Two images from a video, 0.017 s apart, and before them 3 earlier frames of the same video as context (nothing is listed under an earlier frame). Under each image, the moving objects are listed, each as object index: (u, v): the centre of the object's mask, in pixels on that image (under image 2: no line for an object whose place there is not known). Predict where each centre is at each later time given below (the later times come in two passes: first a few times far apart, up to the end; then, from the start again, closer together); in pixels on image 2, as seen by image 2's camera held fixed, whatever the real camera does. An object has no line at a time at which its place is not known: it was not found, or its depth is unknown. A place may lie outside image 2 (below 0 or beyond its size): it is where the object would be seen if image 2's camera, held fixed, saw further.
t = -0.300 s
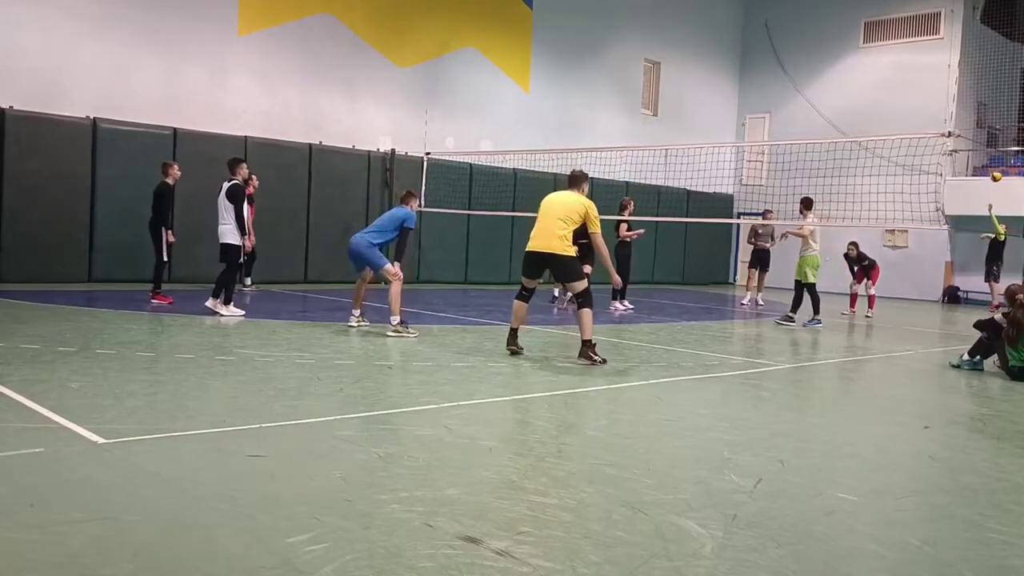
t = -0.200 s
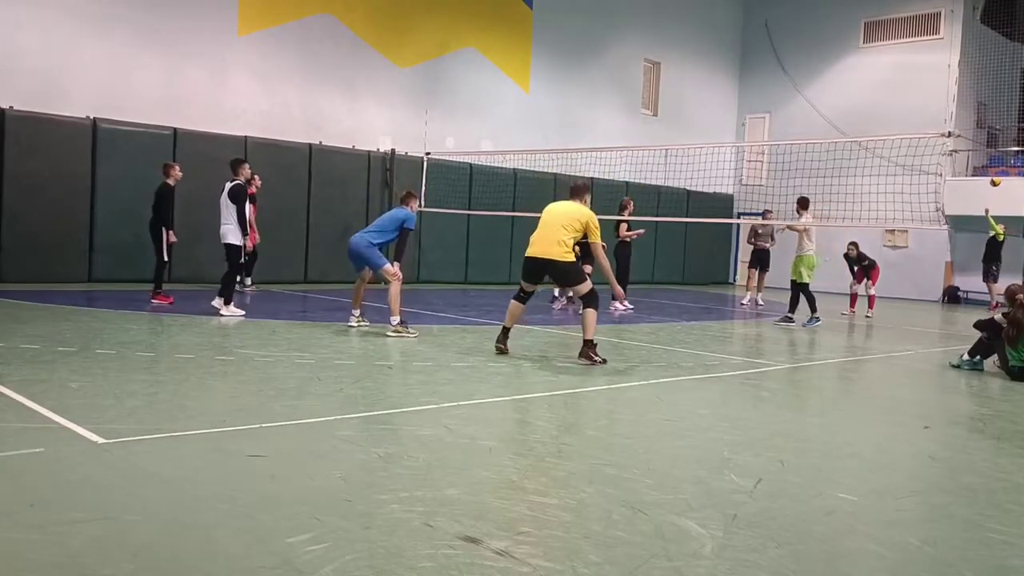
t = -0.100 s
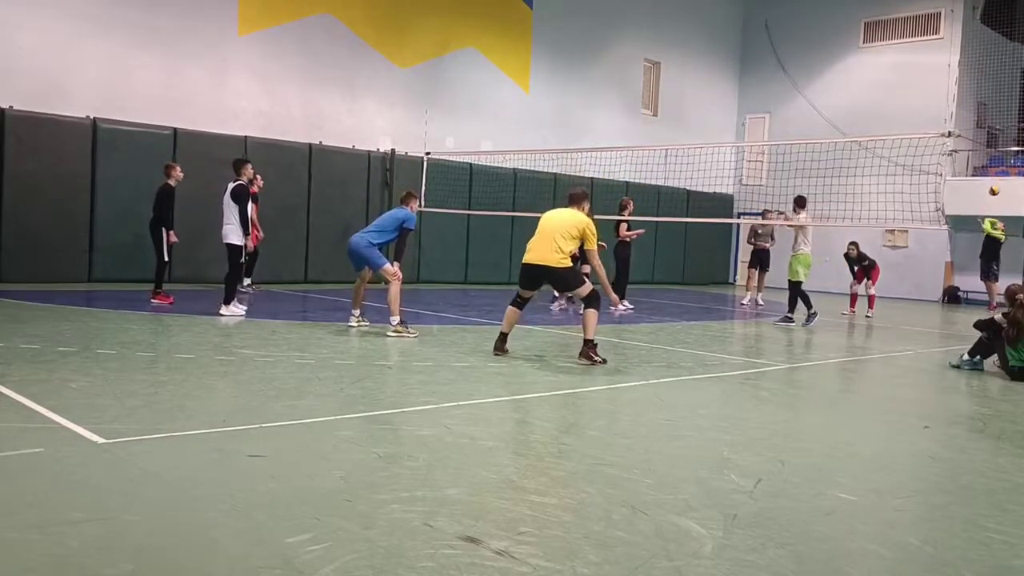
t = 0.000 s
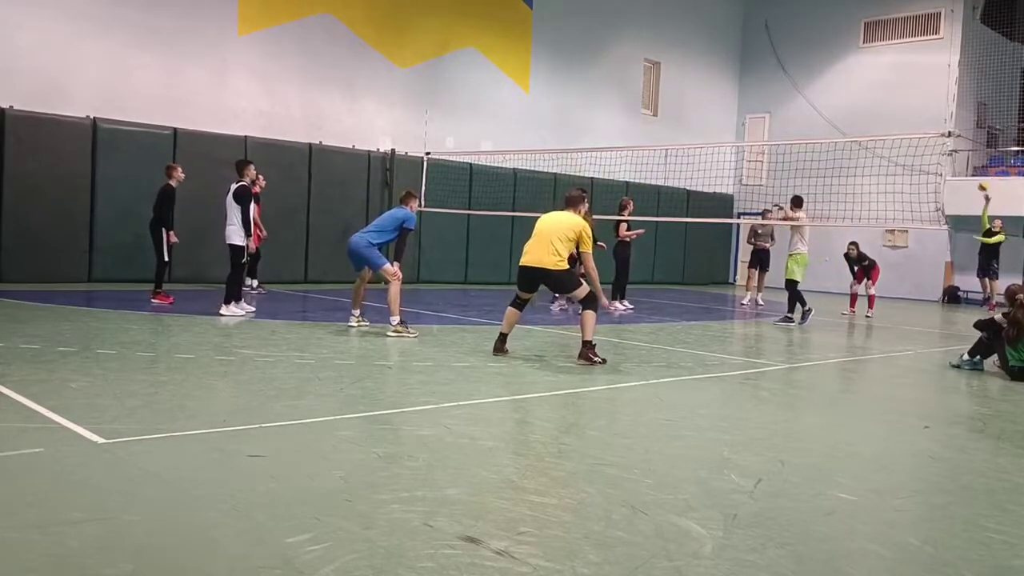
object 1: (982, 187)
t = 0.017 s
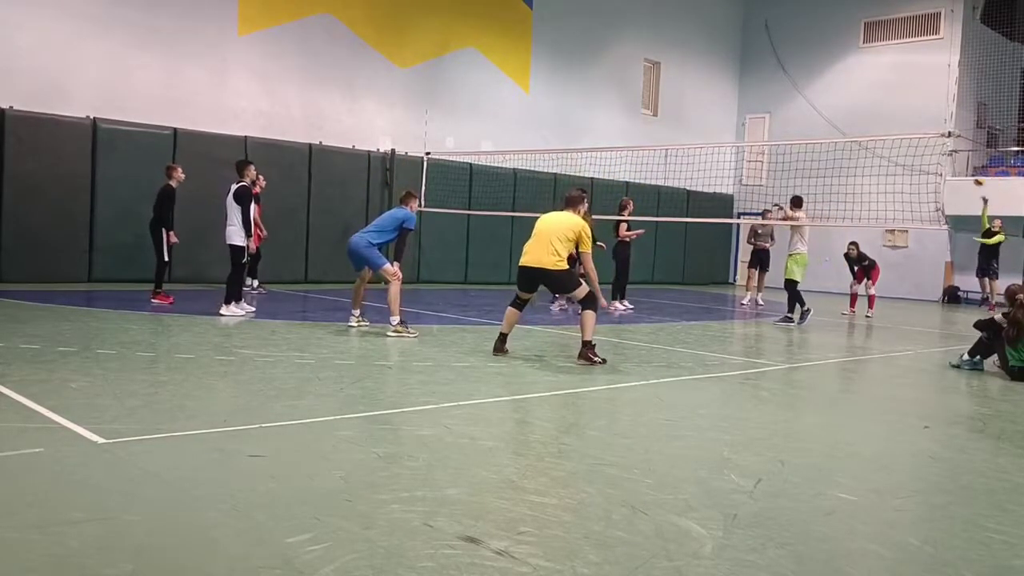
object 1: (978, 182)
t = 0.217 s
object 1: (920, 114)
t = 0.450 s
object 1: (838, 52)
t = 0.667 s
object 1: (747, 20)
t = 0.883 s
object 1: (639, 19)
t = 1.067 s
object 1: (535, 46)
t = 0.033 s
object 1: (975, 174)
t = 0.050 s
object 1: (971, 169)
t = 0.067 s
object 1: (966, 164)
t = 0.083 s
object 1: (959, 157)
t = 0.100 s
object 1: (955, 151)
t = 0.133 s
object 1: (944, 138)
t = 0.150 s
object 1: (940, 137)
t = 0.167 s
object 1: (934, 128)
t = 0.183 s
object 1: (930, 125)
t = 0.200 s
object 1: (925, 120)
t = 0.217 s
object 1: (920, 114)
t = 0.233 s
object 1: (915, 108)
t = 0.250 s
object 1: (909, 104)
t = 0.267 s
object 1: (904, 99)
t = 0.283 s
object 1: (897, 94)
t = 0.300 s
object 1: (891, 90)
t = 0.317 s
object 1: (887, 85)
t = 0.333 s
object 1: (880, 80)
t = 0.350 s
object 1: (875, 76)
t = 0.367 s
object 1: (869, 72)
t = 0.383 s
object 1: (862, 68)
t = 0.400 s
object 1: (856, 64)
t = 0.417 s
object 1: (850, 60)
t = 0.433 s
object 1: (844, 56)
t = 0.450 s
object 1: (838, 52)
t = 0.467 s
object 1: (831, 49)
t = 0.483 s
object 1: (824, 45)
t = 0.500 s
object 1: (818, 43)
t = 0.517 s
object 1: (811, 40)
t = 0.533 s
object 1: (805, 37)
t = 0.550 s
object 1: (798, 33)
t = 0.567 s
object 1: (790, 31)
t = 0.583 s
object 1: (783, 28)
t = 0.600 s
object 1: (776, 26)
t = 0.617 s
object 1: (768, 25)
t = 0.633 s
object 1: (761, 23)
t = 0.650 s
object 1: (755, 21)
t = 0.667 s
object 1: (747, 20)
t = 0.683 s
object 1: (740, 18)
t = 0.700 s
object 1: (732, 17)
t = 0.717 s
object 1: (724, 16)
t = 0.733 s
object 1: (716, 15)
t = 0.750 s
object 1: (707, 16)
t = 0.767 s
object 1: (699, 15)
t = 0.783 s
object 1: (691, 15)
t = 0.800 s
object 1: (683, 15)
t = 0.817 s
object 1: (674, 16)
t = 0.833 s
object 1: (665, 16)
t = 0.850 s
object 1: (656, 17)
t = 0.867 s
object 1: (647, 18)
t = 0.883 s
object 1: (639, 19)
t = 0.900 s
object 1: (630, 20)
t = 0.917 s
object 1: (621, 22)
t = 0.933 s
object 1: (611, 24)
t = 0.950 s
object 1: (602, 26)
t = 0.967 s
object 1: (593, 28)
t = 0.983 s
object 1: (583, 30)
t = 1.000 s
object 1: (574, 33)
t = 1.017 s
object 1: (564, 36)
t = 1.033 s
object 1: (554, 39)
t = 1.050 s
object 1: (545, 42)
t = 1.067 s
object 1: (535, 46)
